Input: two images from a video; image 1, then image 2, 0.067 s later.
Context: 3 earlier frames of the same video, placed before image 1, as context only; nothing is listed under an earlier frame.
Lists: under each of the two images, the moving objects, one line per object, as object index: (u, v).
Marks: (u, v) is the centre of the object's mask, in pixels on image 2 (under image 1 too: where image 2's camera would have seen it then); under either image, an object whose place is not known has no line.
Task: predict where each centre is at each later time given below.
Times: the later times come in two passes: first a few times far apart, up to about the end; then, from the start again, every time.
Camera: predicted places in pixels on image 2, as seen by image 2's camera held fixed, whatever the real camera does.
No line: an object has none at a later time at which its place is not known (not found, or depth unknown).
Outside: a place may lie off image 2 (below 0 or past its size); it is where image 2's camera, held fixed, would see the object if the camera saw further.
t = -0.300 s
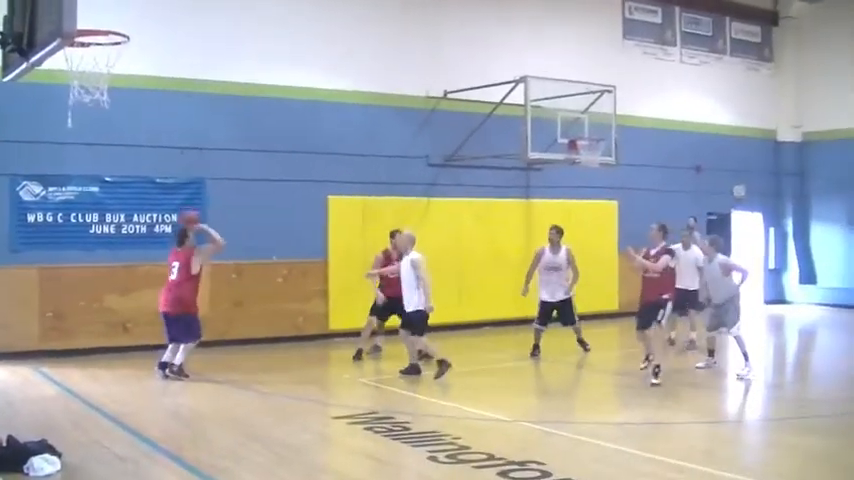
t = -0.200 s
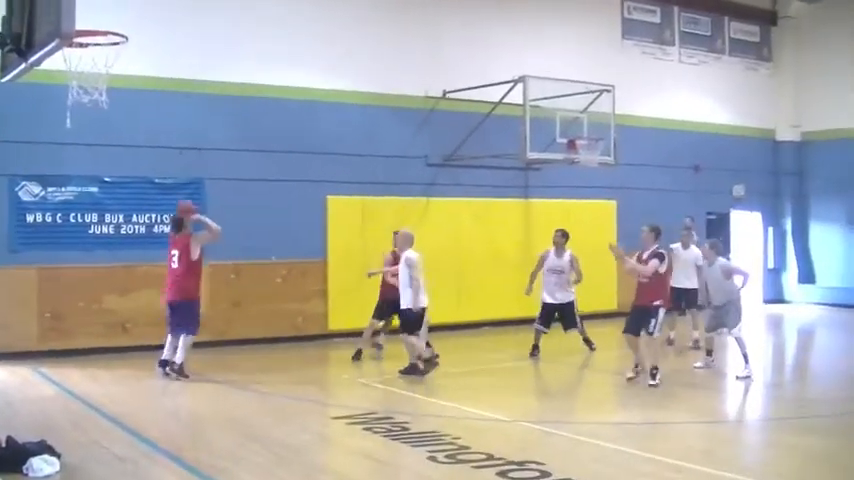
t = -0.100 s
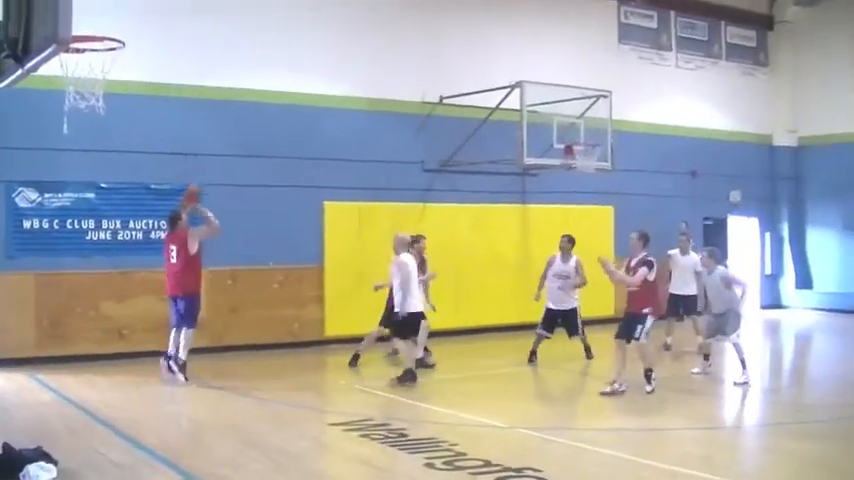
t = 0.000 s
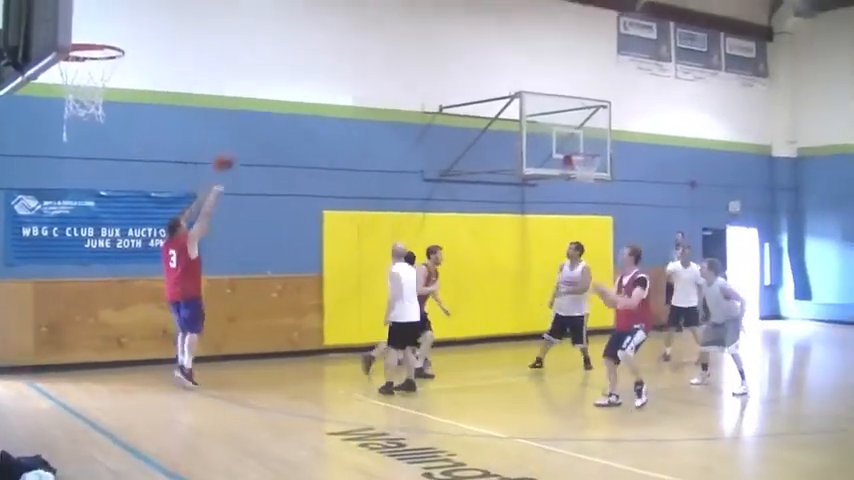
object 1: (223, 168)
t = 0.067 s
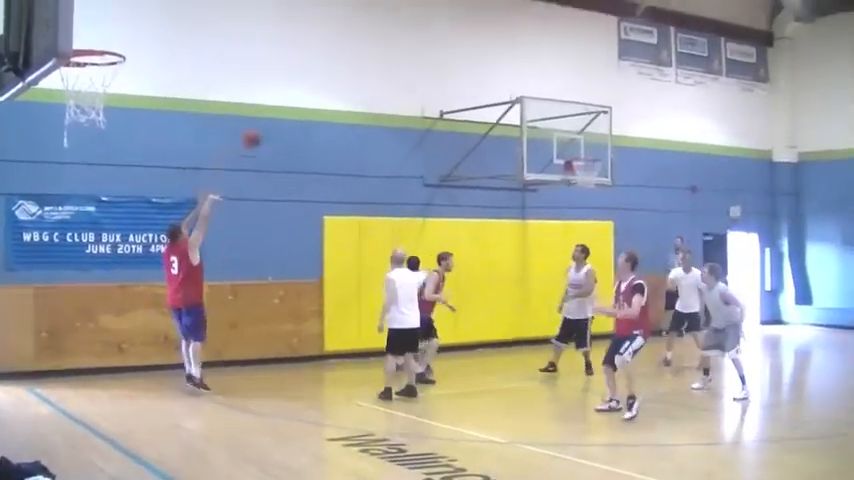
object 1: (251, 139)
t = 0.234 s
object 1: (318, 82)
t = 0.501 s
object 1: (411, 48)
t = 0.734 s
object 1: (482, 60)
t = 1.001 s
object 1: (554, 116)
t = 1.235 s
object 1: (592, 144)
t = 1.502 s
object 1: (614, 134)
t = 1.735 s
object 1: (636, 174)
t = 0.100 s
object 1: (264, 126)
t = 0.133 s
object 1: (279, 113)
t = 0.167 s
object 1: (292, 101)
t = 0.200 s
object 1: (306, 91)
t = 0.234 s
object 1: (318, 82)
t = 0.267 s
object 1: (330, 75)
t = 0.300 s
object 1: (343, 68)
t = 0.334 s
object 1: (354, 62)
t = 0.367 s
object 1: (366, 58)
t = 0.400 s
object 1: (377, 53)
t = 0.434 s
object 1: (389, 51)
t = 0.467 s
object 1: (400, 49)
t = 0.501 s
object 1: (411, 48)
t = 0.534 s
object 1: (422, 47)
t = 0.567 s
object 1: (432, 47)
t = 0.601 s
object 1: (443, 48)
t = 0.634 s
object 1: (453, 50)
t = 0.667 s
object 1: (463, 52)
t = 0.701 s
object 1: (473, 56)
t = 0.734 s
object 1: (482, 60)
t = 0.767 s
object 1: (492, 64)
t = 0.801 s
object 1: (501, 70)
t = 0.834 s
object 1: (510, 76)
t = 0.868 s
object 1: (519, 83)
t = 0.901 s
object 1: (528, 90)
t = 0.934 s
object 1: (537, 98)
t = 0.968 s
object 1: (545, 107)
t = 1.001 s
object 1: (554, 116)
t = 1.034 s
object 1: (563, 127)
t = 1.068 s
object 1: (570, 137)
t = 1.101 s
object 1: (578, 147)
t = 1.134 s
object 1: (584, 157)
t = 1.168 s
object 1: (588, 153)
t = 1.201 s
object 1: (590, 147)
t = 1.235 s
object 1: (592, 144)
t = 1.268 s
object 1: (595, 140)
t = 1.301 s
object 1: (597, 136)
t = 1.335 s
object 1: (601, 134)
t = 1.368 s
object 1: (603, 134)
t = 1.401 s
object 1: (606, 132)
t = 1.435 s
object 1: (609, 133)
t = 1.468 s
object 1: (612, 133)
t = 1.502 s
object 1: (614, 134)
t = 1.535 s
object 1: (618, 137)
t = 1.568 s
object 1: (620, 141)
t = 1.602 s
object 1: (624, 146)
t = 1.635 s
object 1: (627, 151)
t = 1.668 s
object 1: (629, 158)
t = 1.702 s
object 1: (632, 165)
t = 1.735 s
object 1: (636, 174)
